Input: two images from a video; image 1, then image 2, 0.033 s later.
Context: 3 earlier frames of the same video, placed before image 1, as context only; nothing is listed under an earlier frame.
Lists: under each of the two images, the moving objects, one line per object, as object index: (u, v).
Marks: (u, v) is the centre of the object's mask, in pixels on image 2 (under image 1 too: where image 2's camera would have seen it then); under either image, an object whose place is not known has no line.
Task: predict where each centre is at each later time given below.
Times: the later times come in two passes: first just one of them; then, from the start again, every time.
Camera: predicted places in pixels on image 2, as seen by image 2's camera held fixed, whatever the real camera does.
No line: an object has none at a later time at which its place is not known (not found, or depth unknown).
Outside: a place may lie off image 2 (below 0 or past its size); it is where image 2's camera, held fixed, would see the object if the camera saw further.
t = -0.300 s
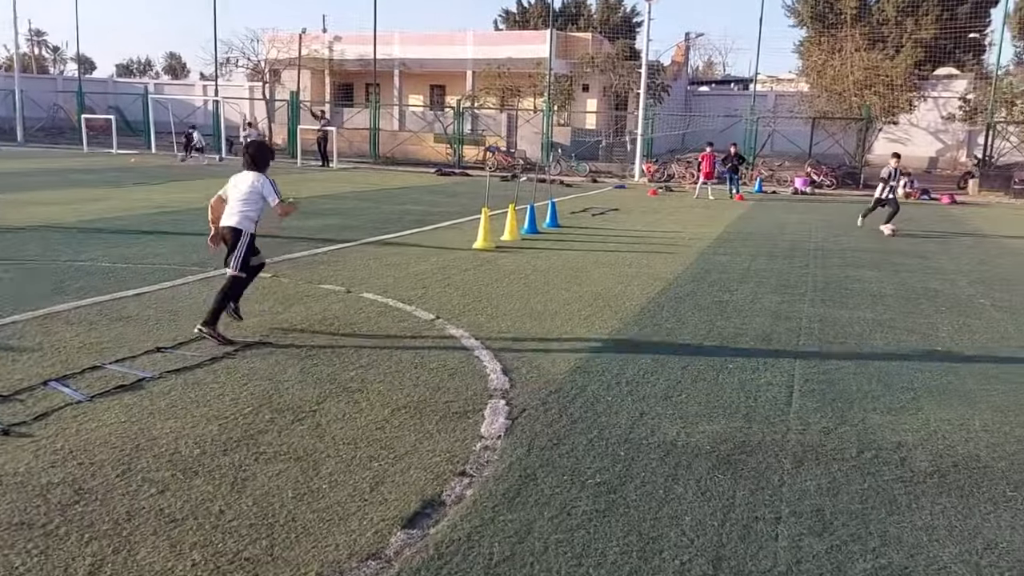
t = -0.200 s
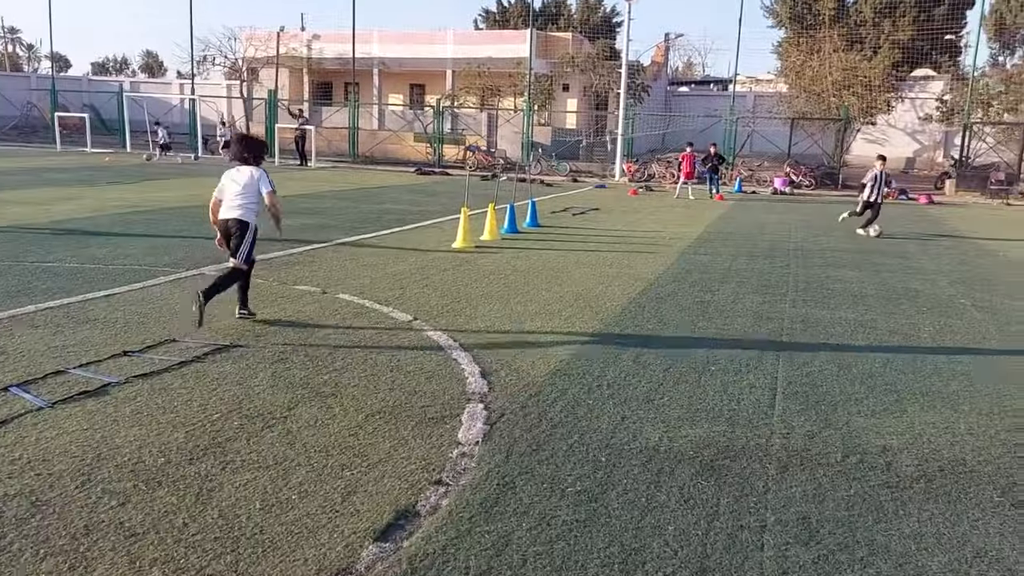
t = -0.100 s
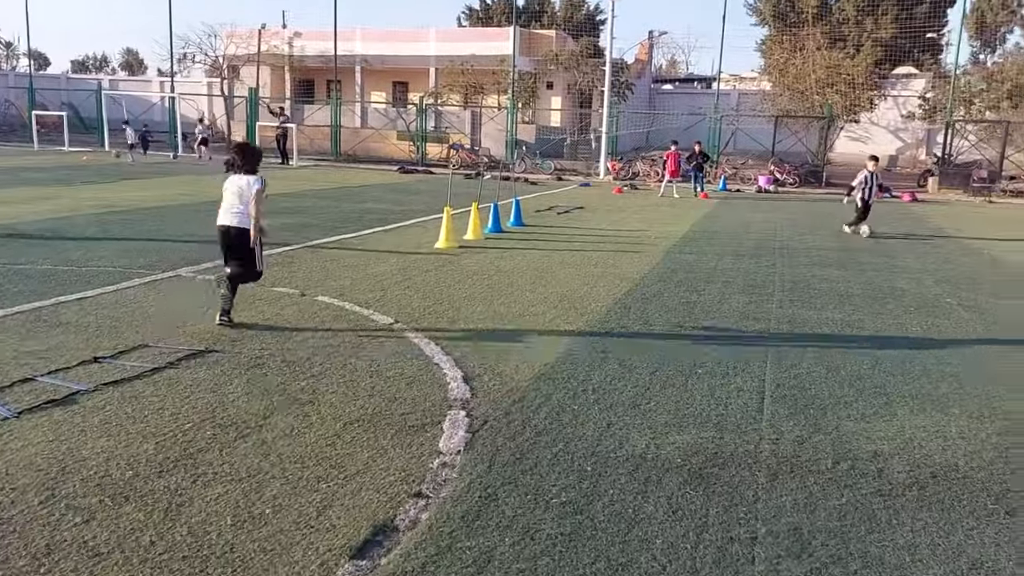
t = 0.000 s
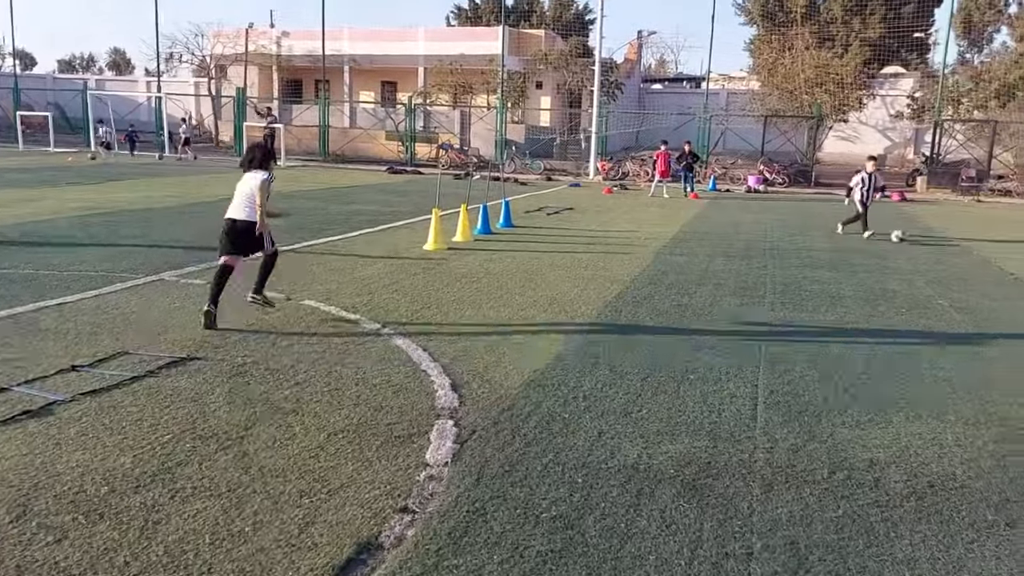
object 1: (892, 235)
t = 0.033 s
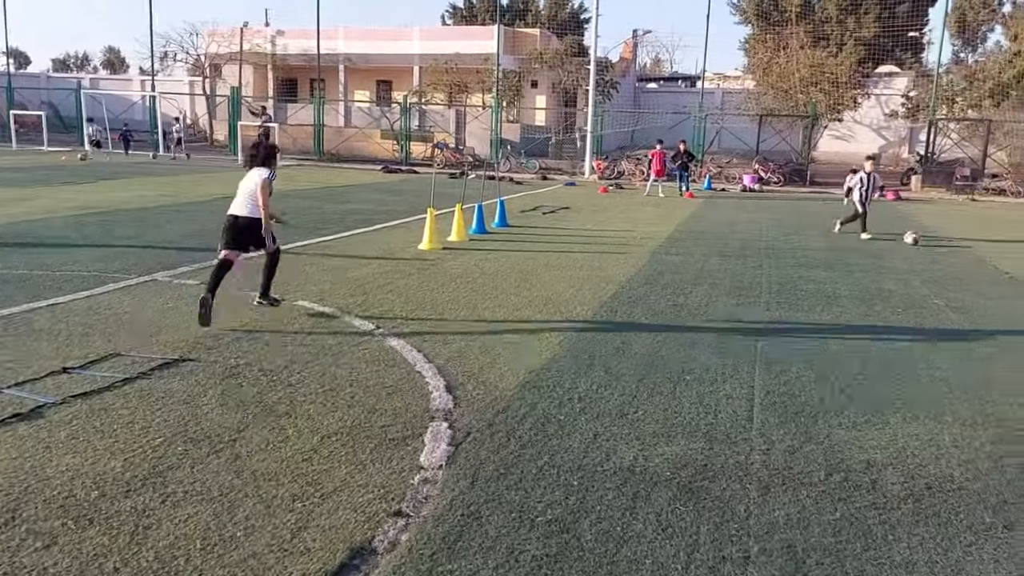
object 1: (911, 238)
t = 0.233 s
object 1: (1021, 252)
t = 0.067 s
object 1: (929, 241)
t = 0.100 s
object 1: (946, 242)
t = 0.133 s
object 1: (964, 244)
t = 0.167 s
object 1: (983, 247)
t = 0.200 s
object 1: (1002, 251)
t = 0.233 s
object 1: (1021, 252)
